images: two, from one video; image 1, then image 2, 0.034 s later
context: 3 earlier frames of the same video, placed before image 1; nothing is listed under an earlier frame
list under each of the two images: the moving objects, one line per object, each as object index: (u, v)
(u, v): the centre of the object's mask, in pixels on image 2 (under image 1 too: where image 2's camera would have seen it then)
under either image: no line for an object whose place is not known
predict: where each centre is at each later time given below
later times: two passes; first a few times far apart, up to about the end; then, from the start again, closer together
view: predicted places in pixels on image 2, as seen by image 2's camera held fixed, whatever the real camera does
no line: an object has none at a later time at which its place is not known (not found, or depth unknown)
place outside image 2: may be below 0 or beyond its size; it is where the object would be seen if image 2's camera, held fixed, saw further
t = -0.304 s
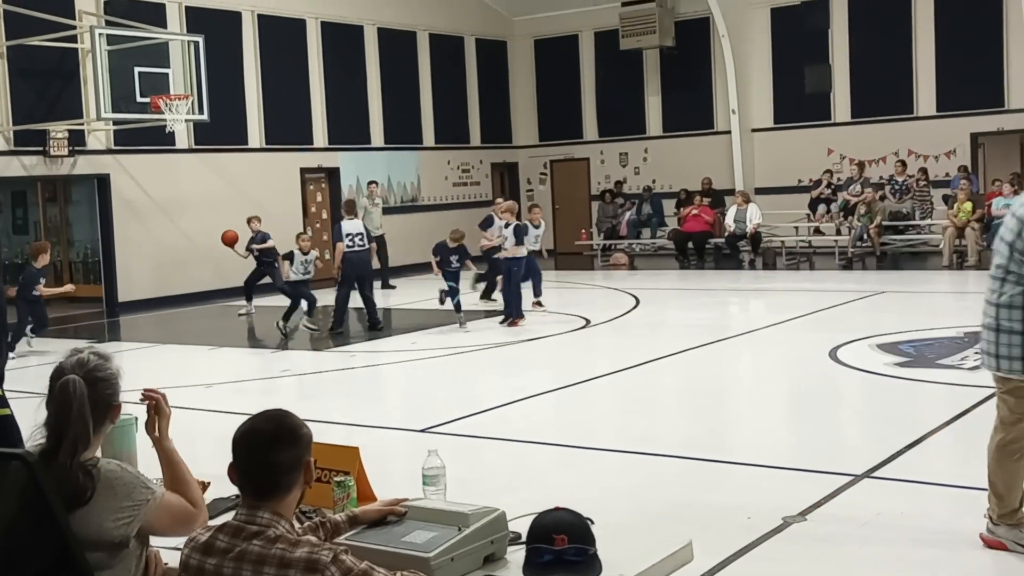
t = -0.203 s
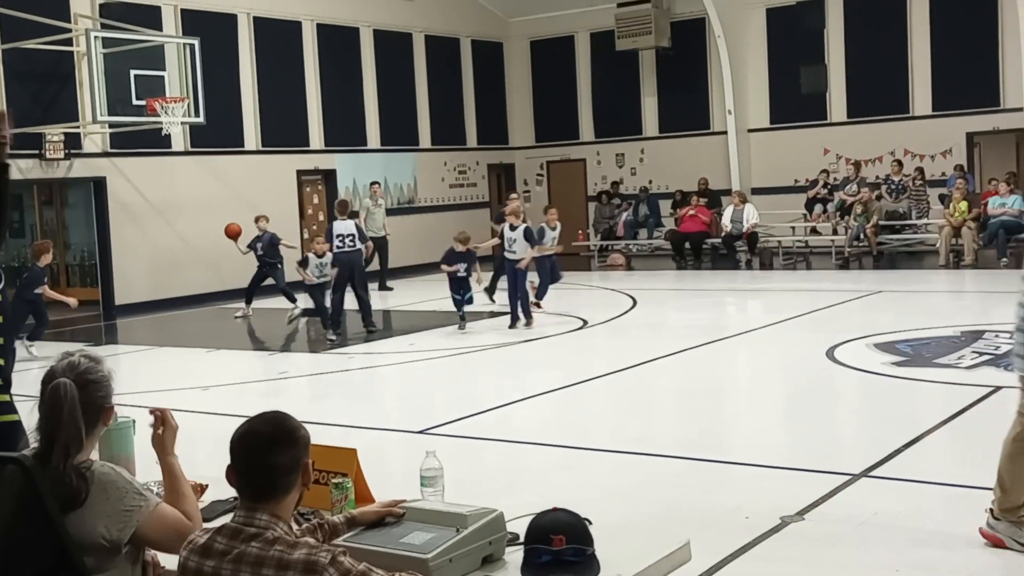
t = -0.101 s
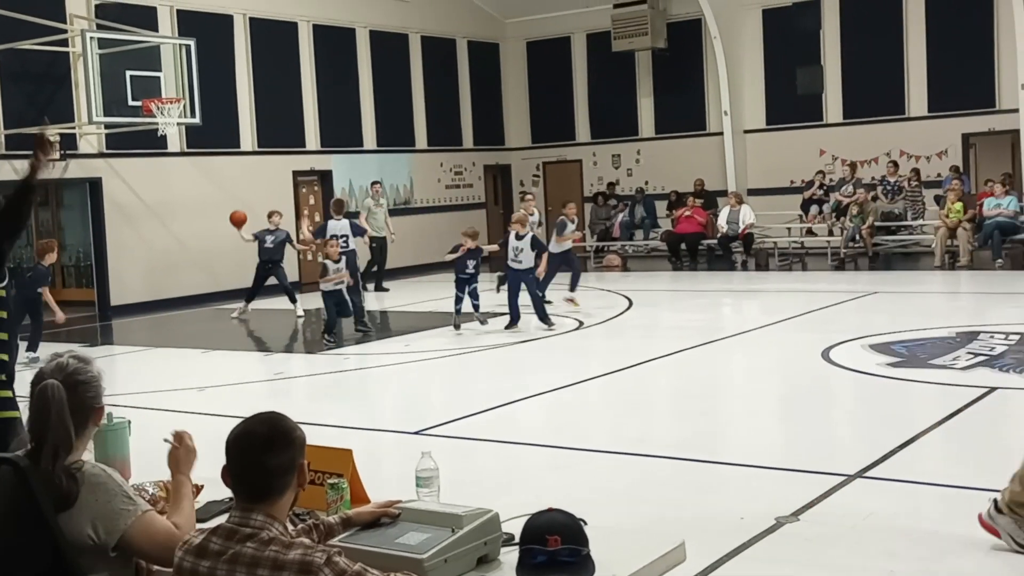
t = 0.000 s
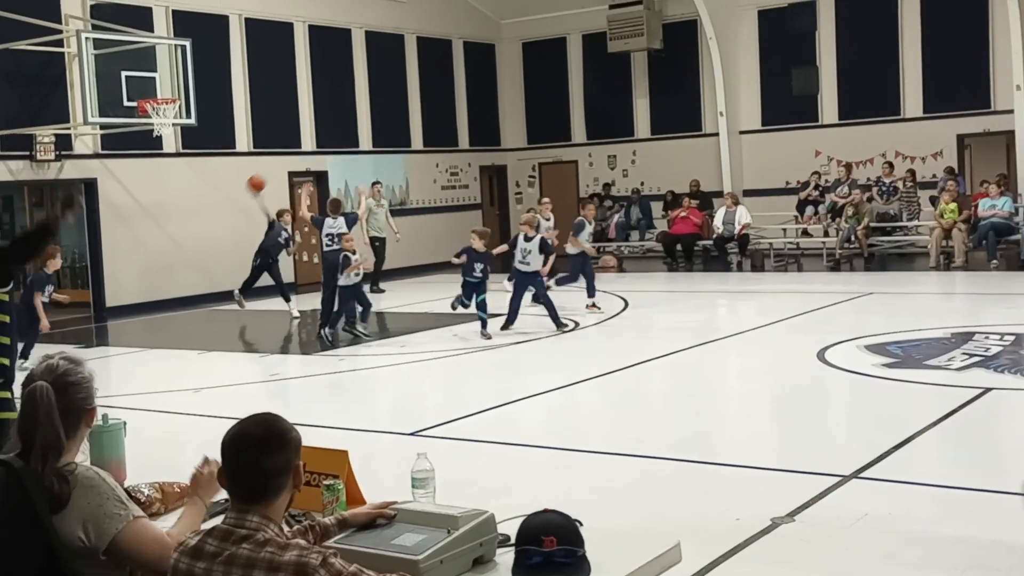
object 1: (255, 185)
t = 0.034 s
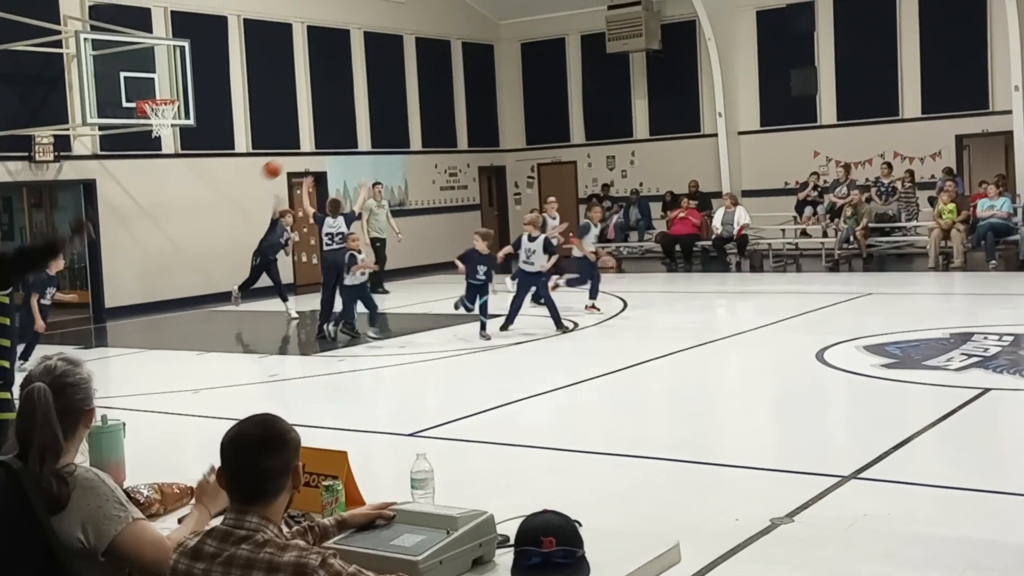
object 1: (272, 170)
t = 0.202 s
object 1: (367, 101)
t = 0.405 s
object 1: (499, 33)
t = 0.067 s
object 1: (291, 154)
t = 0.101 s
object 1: (309, 140)
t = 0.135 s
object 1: (327, 127)
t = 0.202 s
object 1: (367, 101)
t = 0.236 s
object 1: (386, 89)
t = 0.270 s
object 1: (407, 77)
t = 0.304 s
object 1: (429, 65)
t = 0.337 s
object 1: (452, 54)
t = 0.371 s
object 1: (475, 43)
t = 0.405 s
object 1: (499, 33)
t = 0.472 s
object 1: (549, 15)
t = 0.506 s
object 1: (576, 7)
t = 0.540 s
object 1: (603, -1)
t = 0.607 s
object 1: (660, -12)
